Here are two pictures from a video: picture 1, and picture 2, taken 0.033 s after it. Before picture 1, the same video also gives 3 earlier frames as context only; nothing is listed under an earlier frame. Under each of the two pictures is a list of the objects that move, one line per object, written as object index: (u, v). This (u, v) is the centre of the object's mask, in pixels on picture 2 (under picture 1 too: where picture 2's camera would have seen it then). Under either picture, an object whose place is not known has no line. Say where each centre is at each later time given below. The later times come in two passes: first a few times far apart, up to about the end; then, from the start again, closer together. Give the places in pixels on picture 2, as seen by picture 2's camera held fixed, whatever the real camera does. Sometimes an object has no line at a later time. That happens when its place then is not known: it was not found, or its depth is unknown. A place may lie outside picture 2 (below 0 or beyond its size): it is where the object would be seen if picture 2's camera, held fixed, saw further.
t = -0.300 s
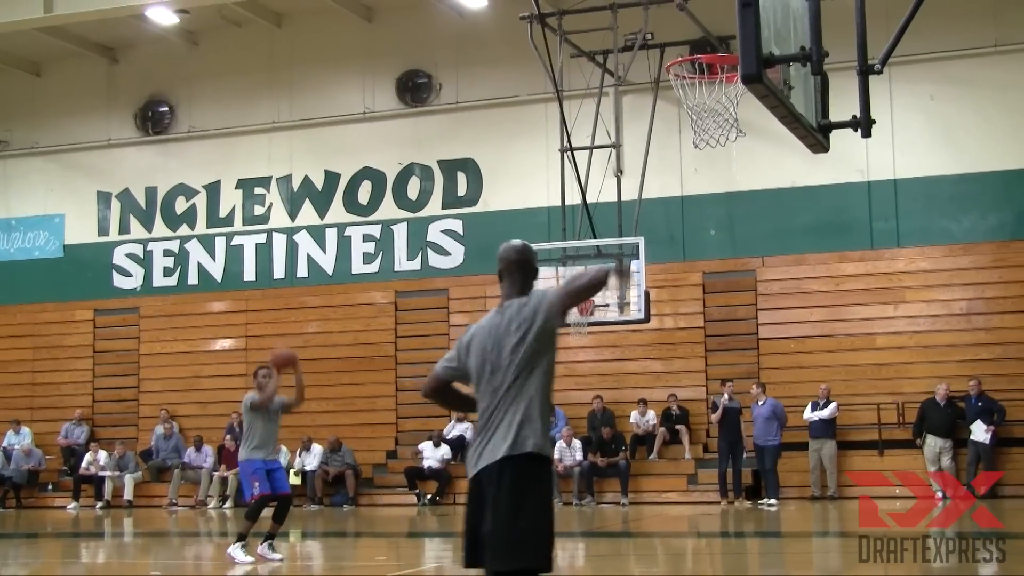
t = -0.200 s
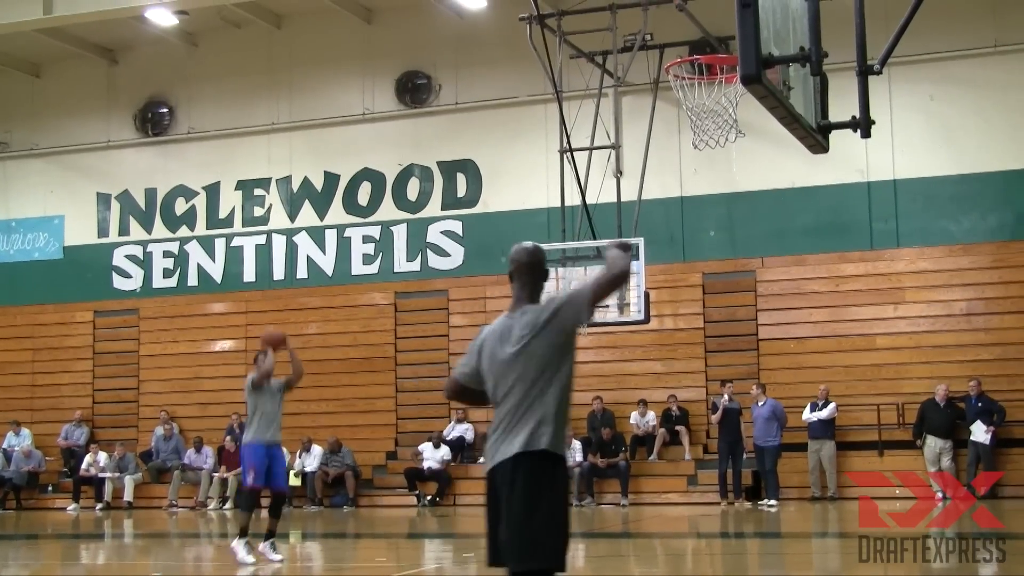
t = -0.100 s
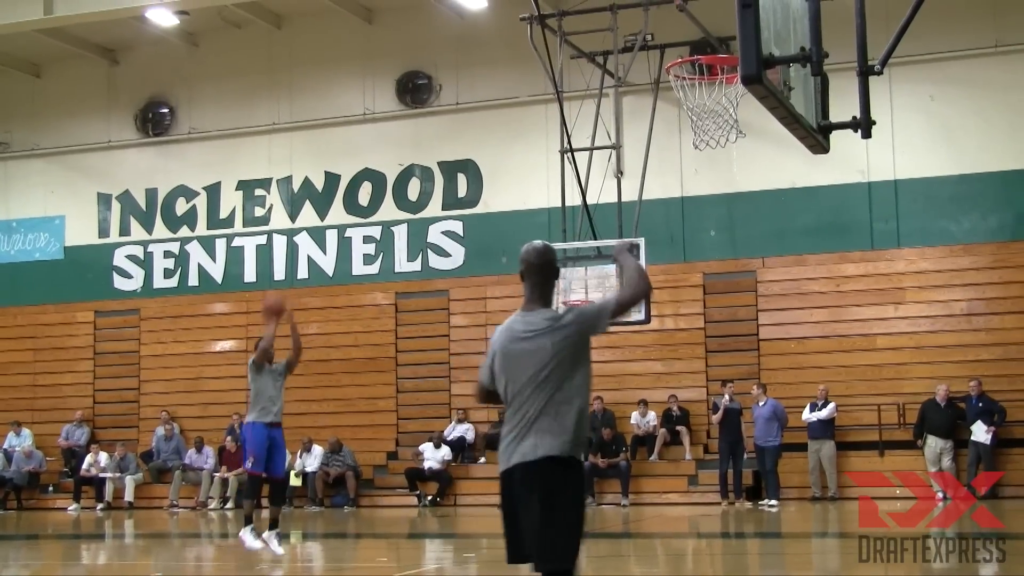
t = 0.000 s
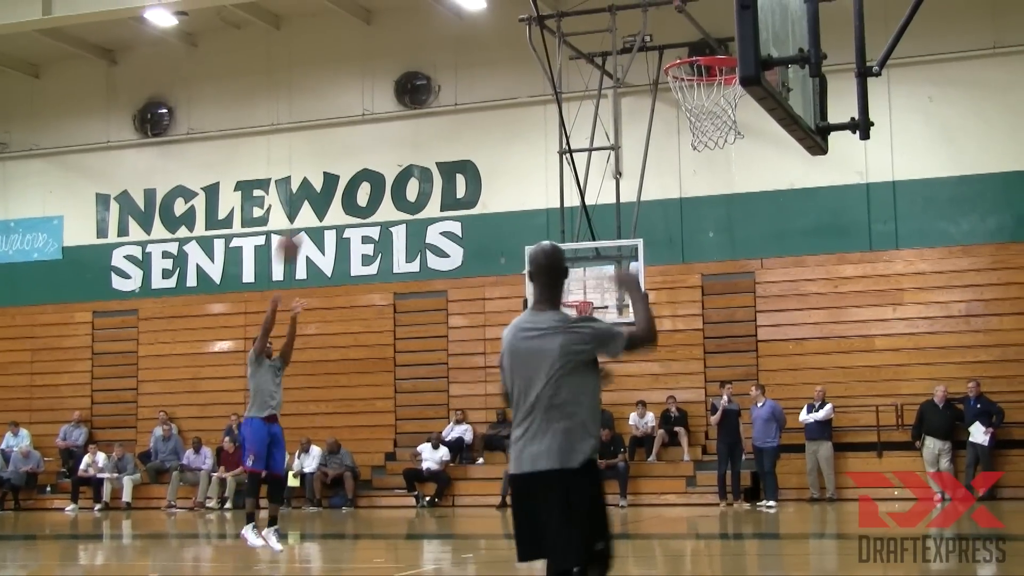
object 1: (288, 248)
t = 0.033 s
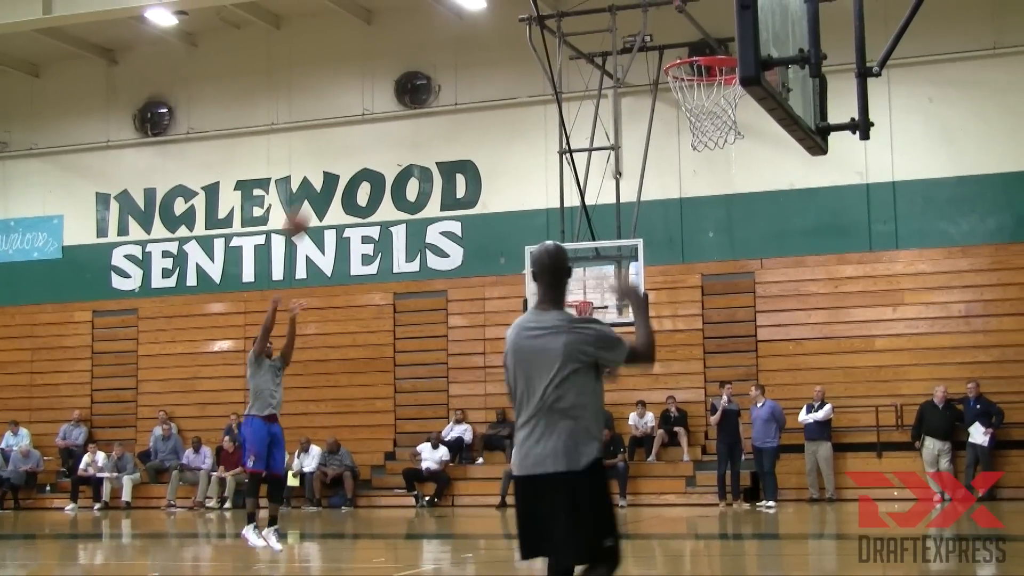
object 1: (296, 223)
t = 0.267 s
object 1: (356, 94)
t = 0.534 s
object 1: (434, 2)
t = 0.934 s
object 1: (596, -2)
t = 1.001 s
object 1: (629, 9)
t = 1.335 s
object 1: (739, 213)
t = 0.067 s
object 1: (304, 202)
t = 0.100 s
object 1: (311, 183)
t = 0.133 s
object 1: (321, 161)
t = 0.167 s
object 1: (329, 146)
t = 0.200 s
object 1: (337, 128)
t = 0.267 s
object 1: (356, 94)
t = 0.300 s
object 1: (364, 77)
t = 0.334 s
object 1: (372, 64)
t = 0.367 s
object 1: (383, 48)
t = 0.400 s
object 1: (393, 35)
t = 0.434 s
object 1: (403, 22)
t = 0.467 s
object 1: (412, 12)
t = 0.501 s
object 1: (422, 6)
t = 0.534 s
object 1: (434, 2)
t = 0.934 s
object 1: (596, -2)
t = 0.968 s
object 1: (613, 3)
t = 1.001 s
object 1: (629, 9)
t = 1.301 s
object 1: (736, 182)
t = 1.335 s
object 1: (739, 213)
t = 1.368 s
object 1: (742, 239)
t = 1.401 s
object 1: (746, 272)
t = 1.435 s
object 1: (750, 306)
